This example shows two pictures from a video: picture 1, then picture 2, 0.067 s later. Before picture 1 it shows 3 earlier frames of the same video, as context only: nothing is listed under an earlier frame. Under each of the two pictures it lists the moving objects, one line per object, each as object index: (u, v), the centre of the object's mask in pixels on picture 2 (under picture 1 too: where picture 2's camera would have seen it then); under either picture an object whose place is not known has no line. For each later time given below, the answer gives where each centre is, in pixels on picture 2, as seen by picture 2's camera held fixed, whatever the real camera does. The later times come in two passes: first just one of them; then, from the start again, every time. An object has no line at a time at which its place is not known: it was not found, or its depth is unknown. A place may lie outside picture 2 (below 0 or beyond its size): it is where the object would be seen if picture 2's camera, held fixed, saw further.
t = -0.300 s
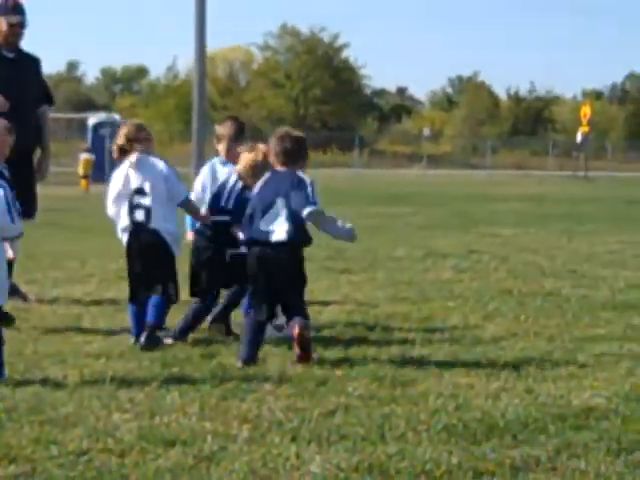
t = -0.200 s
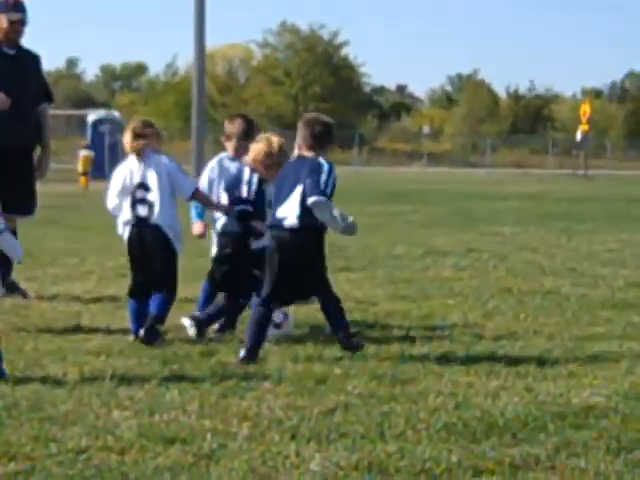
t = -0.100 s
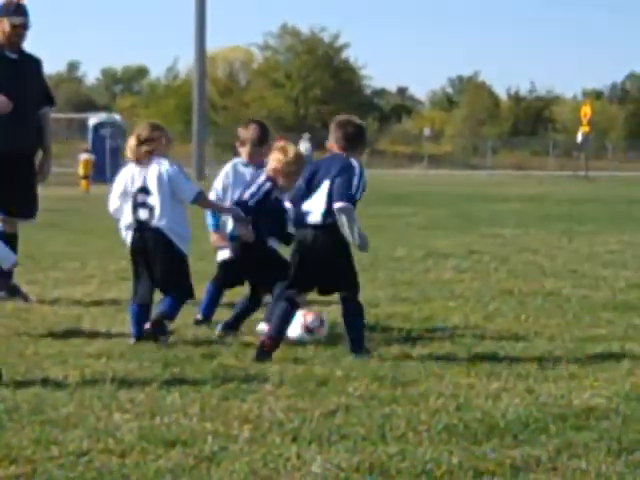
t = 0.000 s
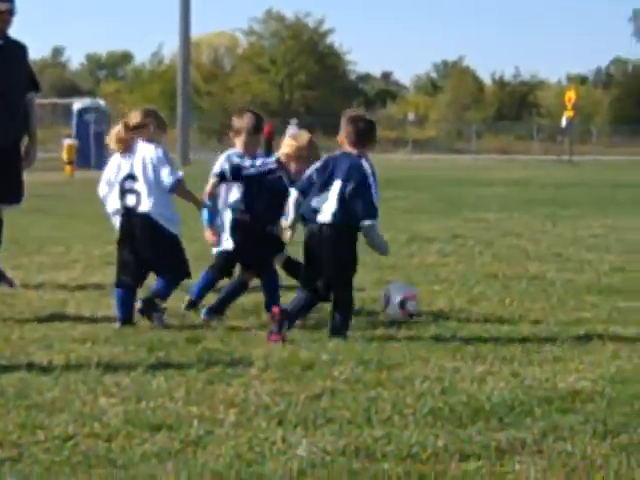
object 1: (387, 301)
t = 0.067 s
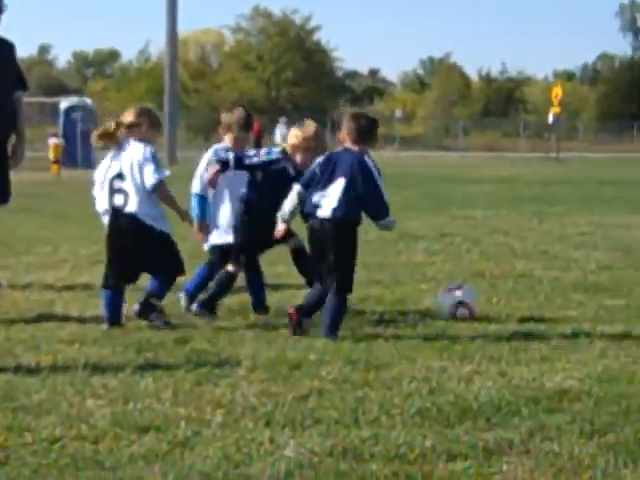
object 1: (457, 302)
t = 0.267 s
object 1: (612, 293)
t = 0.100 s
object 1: (491, 305)
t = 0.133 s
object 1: (524, 306)
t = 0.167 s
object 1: (547, 300)
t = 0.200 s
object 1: (569, 297)
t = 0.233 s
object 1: (590, 295)
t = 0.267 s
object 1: (612, 293)
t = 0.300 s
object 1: (633, 293)
